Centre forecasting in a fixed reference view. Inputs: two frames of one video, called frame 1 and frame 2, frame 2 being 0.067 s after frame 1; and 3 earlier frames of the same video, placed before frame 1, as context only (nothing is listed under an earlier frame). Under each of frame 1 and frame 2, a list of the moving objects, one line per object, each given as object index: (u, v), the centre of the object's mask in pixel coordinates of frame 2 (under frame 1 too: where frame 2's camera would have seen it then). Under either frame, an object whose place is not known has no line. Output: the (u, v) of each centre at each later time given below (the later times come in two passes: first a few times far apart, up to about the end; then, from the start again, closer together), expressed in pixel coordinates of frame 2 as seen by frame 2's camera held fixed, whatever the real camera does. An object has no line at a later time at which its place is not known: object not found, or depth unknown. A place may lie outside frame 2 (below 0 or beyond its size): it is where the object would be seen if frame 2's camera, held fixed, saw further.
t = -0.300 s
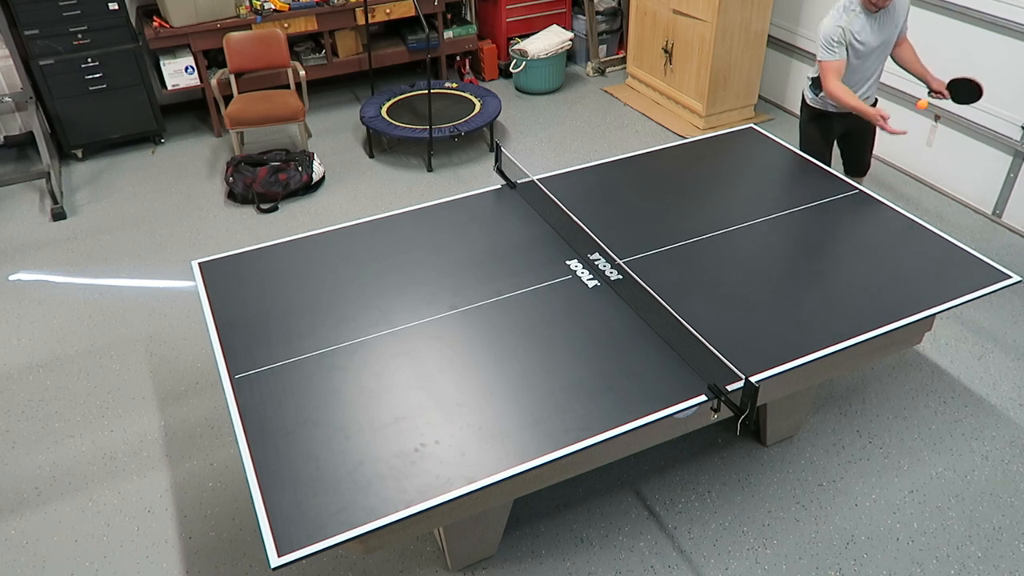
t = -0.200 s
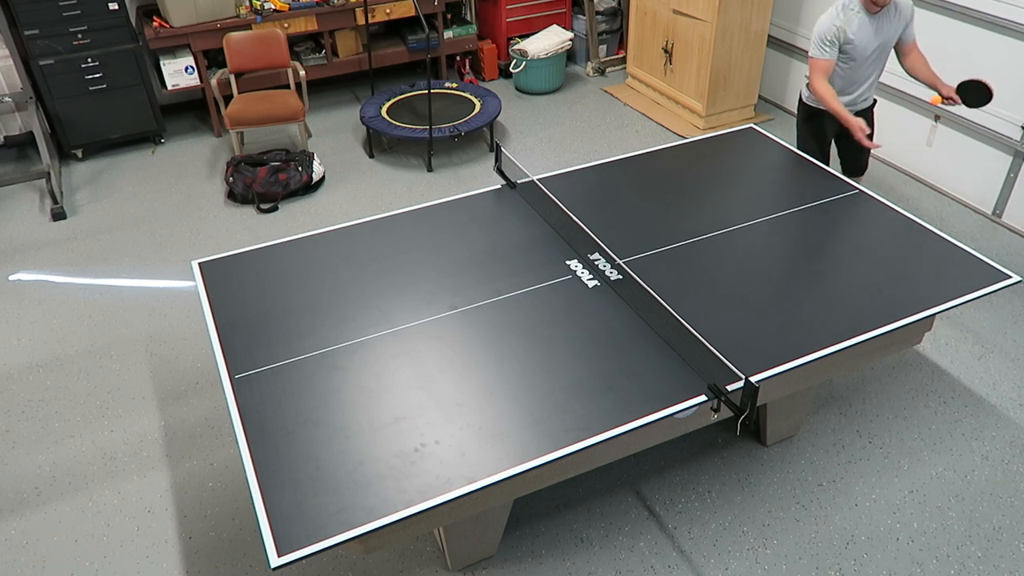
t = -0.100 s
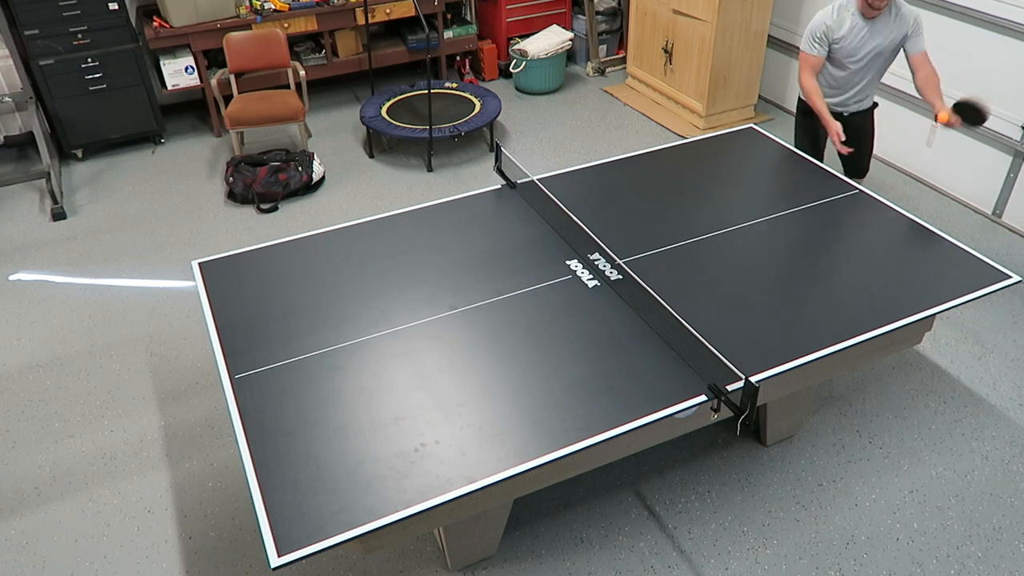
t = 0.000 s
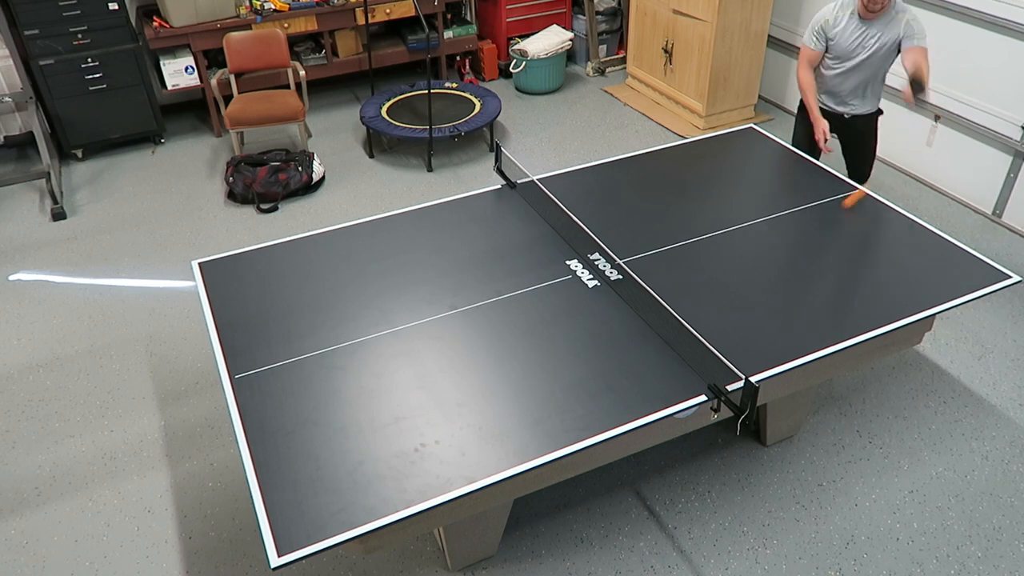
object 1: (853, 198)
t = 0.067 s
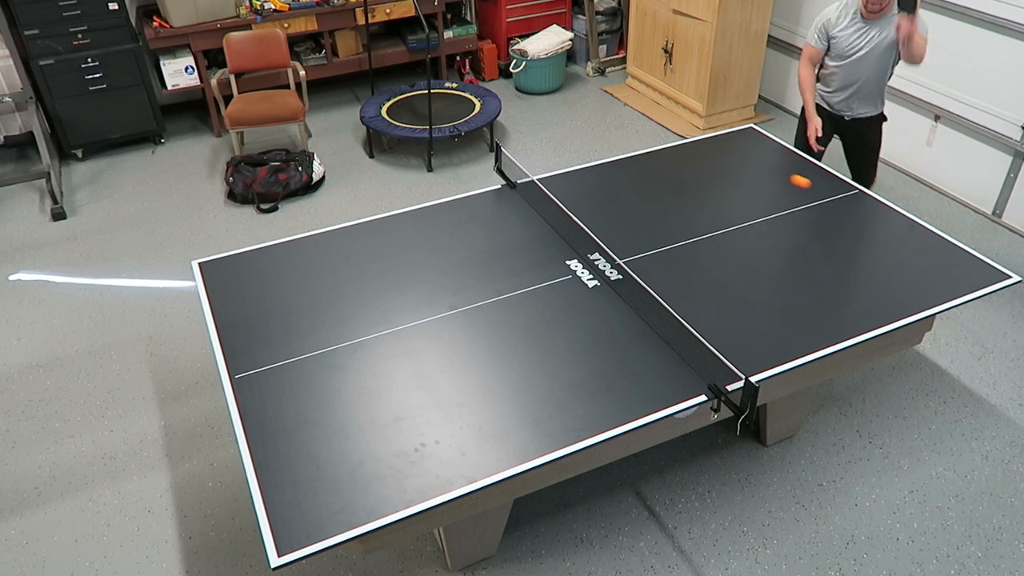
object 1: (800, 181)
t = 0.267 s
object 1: (608, 166)
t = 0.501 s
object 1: (352, 295)
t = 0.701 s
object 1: (100, 355)
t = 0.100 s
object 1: (773, 171)
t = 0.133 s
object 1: (742, 164)
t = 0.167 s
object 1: (711, 160)
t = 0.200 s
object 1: (678, 158)
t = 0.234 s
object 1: (643, 160)
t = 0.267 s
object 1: (608, 166)
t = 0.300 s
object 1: (571, 175)
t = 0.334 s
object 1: (533, 186)
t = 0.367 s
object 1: (498, 201)
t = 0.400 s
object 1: (460, 219)
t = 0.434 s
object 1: (423, 242)
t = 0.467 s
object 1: (387, 267)
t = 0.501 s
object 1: (352, 295)
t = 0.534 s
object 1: (319, 325)
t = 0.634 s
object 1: (199, 356)
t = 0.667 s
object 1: (150, 354)
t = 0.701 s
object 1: (100, 355)
